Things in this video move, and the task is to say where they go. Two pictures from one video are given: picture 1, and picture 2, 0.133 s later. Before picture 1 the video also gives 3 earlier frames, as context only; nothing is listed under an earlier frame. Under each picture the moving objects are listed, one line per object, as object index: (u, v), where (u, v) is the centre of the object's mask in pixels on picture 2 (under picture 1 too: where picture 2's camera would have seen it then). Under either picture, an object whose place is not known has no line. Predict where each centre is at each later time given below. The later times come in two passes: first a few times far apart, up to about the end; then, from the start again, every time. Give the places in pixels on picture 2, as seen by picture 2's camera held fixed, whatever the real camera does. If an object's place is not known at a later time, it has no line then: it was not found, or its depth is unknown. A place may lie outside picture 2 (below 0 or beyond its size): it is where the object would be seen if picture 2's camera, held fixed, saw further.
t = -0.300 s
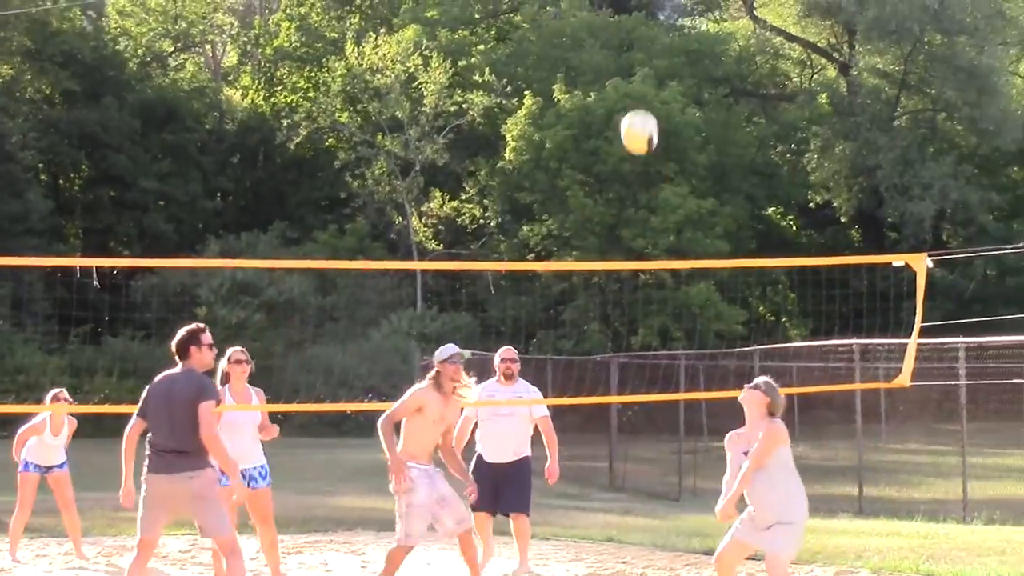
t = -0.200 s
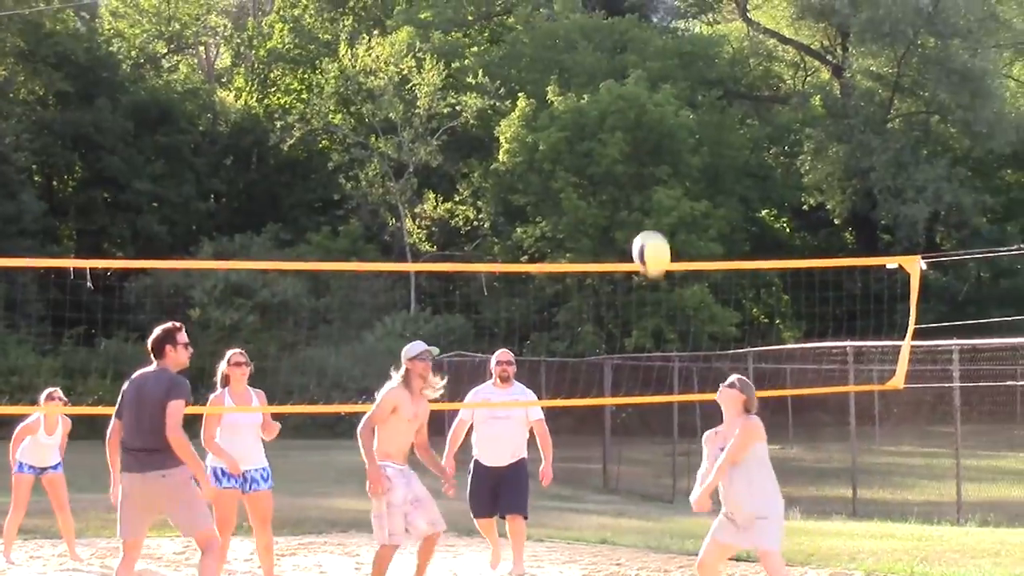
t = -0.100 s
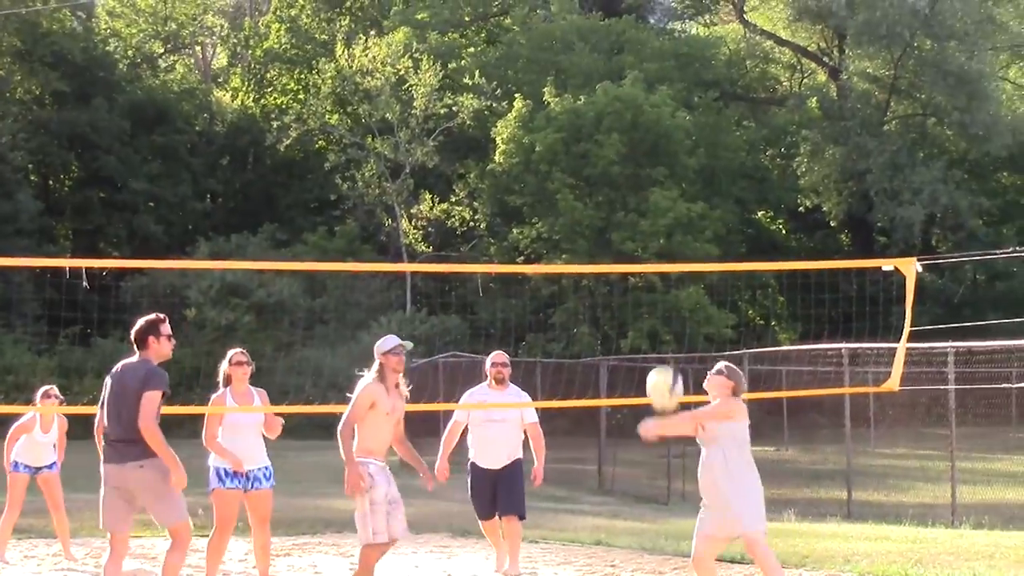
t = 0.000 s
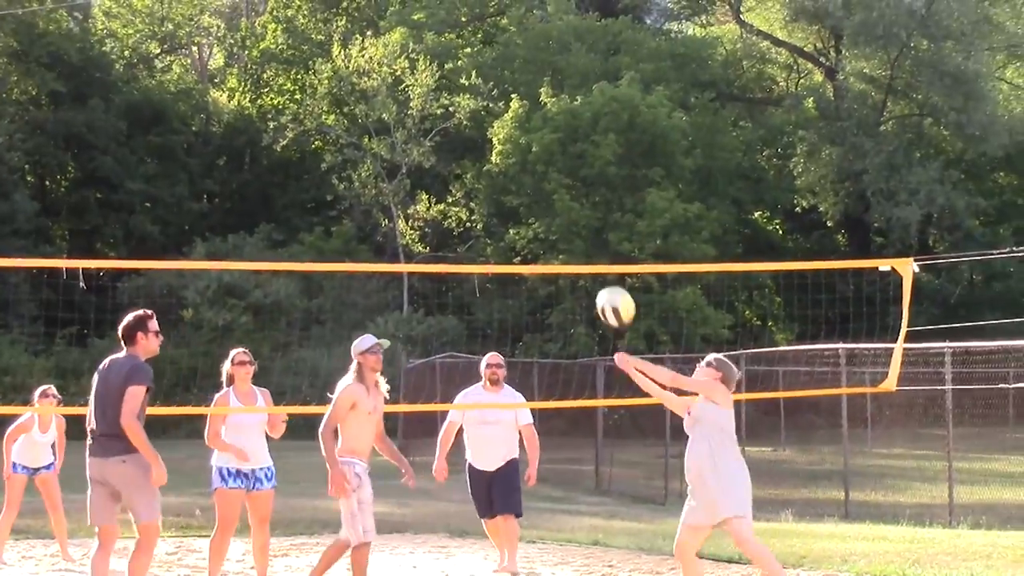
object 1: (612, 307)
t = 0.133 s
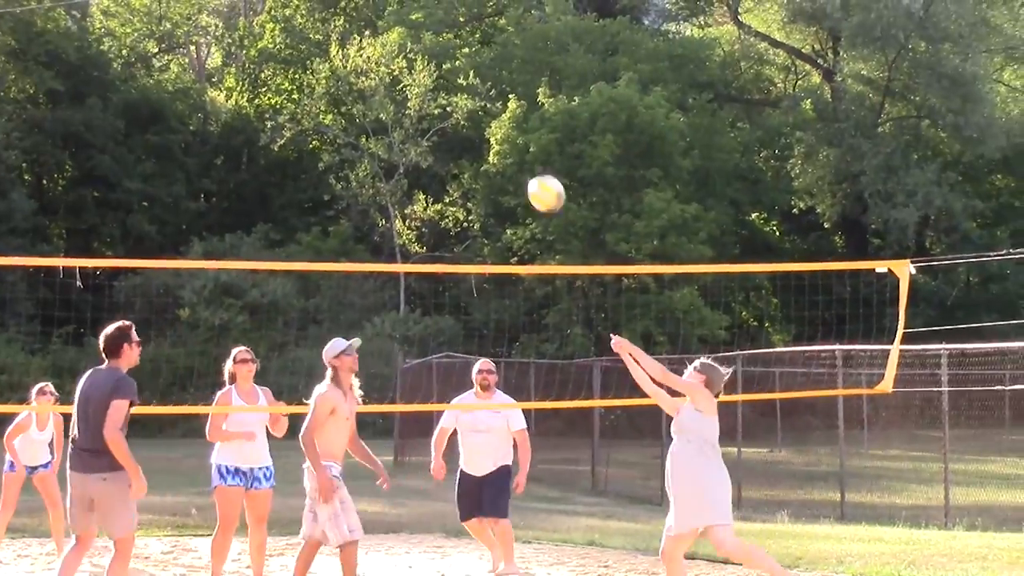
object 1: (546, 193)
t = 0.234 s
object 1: (501, 133)
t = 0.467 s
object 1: (408, 61)
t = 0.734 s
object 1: (320, 80)
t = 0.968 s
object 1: (252, 169)
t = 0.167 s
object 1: (531, 171)
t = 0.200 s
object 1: (516, 150)
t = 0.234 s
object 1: (501, 133)
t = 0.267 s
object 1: (487, 117)
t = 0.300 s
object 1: (473, 103)
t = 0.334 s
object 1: (460, 91)
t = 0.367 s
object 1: (446, 81)
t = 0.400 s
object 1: (433, 72)
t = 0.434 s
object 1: (420, 65)
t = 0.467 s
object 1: (408, 61)
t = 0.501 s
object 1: (397, 58)
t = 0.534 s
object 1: (386, 56)
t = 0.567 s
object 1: (374, 57)
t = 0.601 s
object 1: (362, 59)
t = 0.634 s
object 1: (351, 62)
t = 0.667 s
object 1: (340, 66)
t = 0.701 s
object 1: (330, 72)
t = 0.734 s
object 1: (320, 80)
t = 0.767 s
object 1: (310, 89)
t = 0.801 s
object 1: (300, 99)
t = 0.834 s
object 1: (290, 112)
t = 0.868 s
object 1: (279, 124)
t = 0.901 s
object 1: (270, 138)
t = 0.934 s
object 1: (261, 152)
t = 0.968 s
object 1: (252, 169)
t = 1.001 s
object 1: (243, 186)
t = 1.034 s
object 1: (234, 205)
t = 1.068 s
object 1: (226, 224)
